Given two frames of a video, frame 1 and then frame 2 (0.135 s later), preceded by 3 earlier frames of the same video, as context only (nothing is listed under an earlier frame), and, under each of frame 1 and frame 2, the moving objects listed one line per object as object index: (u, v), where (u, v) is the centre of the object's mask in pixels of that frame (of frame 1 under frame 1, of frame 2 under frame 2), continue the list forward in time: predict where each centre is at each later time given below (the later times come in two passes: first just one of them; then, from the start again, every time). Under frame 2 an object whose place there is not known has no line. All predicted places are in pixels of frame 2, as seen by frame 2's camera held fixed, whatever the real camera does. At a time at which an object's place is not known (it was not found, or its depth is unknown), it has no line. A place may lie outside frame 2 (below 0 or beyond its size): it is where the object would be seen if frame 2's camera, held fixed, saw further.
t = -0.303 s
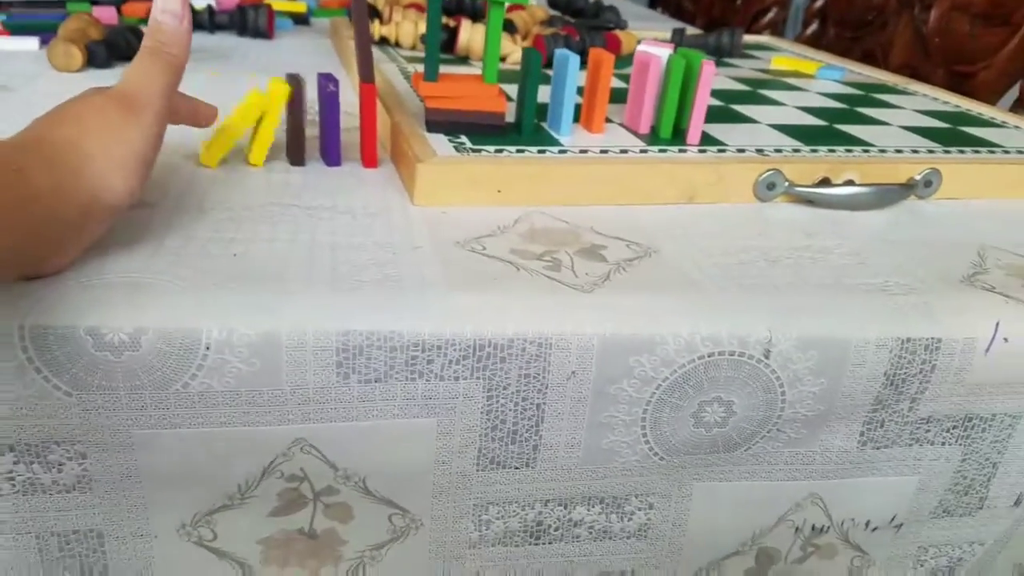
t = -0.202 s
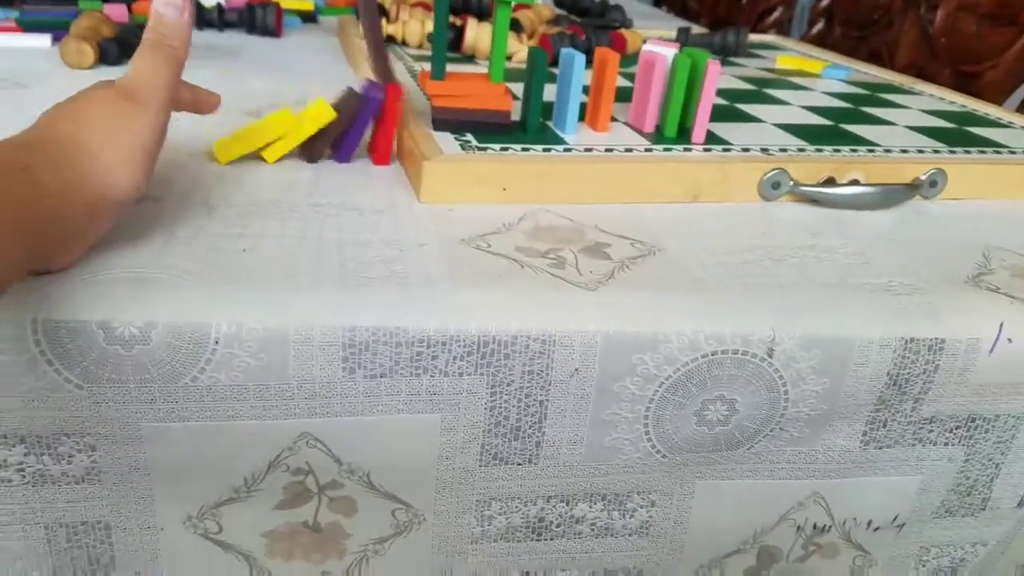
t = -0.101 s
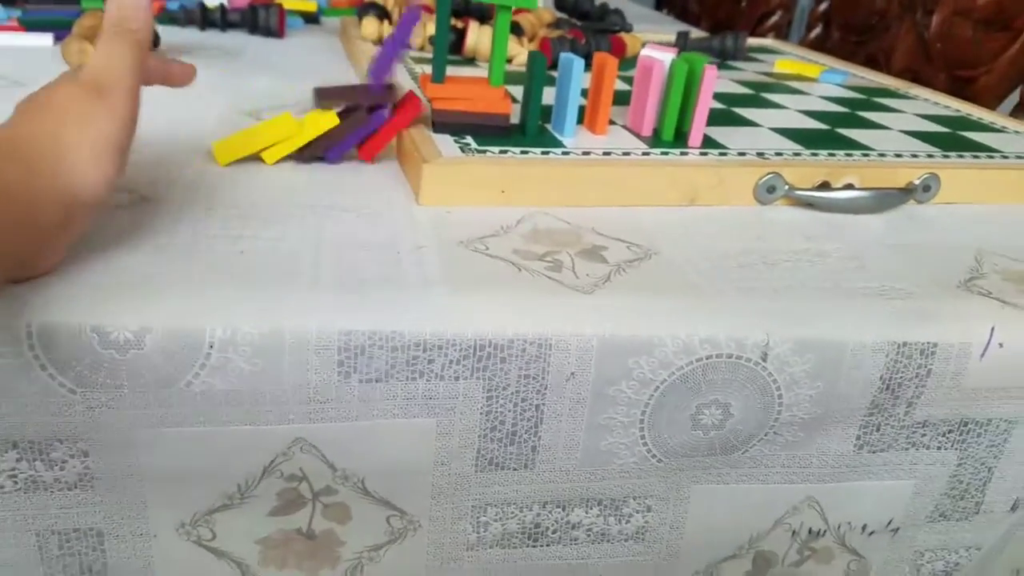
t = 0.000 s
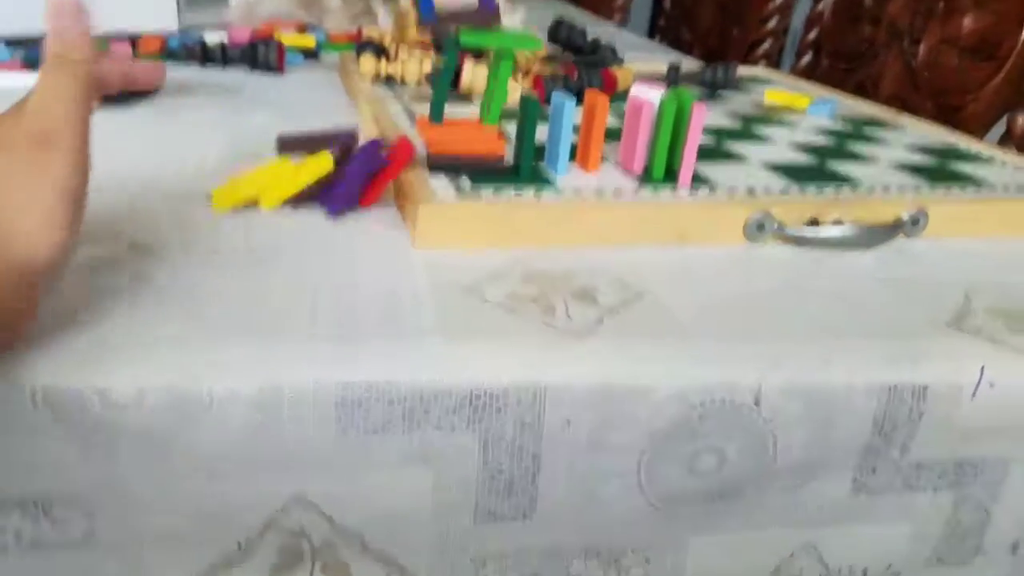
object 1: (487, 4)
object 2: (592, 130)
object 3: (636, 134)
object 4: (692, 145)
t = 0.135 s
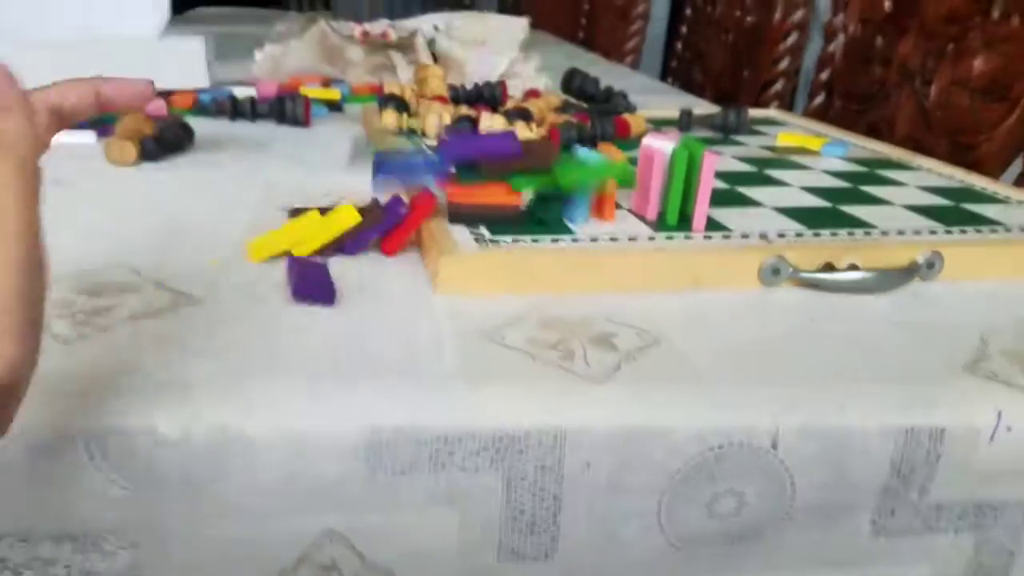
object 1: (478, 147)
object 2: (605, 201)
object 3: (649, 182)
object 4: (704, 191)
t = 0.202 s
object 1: (470, 197)
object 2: (629, 190)
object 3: (659, 183)
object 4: (705, 191)
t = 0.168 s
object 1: (472, 173)
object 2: (623, 180)
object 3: (652, 177)
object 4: (705, 191)
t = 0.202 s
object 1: (470, 197)
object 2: (629, 190)
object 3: (659, 183)
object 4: (705, 191)
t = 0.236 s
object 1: (478, 206)
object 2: (630, 197)
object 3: (671, 183)
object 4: (709, 192)
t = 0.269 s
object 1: (486, 235)
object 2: (633, 201)
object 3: (681, 184)
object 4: (724, 195)
